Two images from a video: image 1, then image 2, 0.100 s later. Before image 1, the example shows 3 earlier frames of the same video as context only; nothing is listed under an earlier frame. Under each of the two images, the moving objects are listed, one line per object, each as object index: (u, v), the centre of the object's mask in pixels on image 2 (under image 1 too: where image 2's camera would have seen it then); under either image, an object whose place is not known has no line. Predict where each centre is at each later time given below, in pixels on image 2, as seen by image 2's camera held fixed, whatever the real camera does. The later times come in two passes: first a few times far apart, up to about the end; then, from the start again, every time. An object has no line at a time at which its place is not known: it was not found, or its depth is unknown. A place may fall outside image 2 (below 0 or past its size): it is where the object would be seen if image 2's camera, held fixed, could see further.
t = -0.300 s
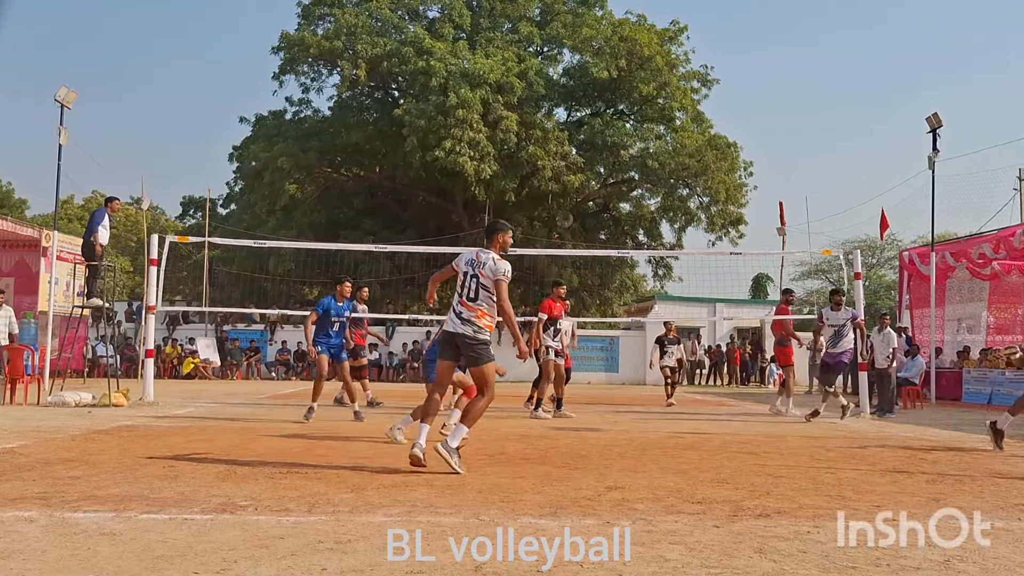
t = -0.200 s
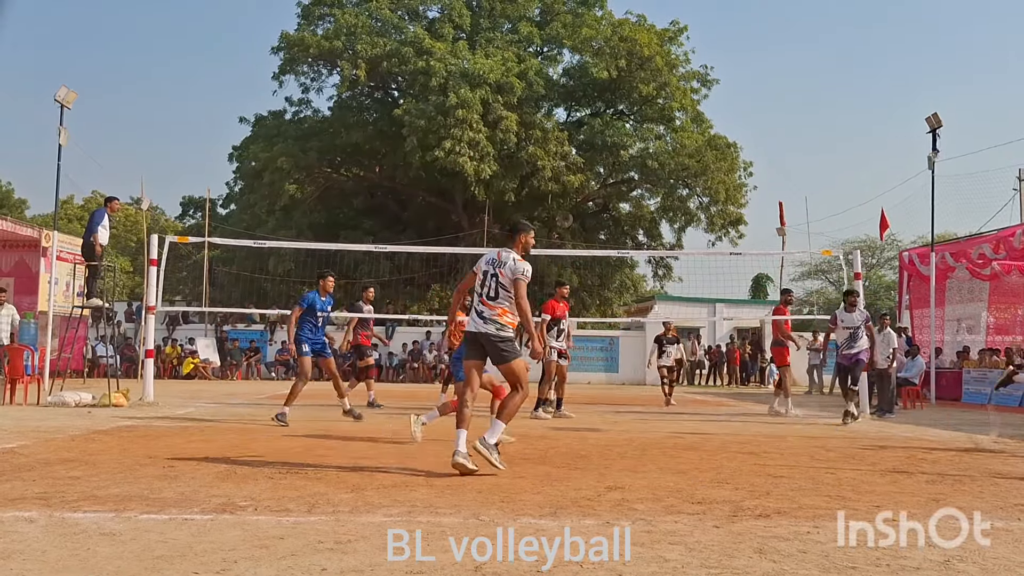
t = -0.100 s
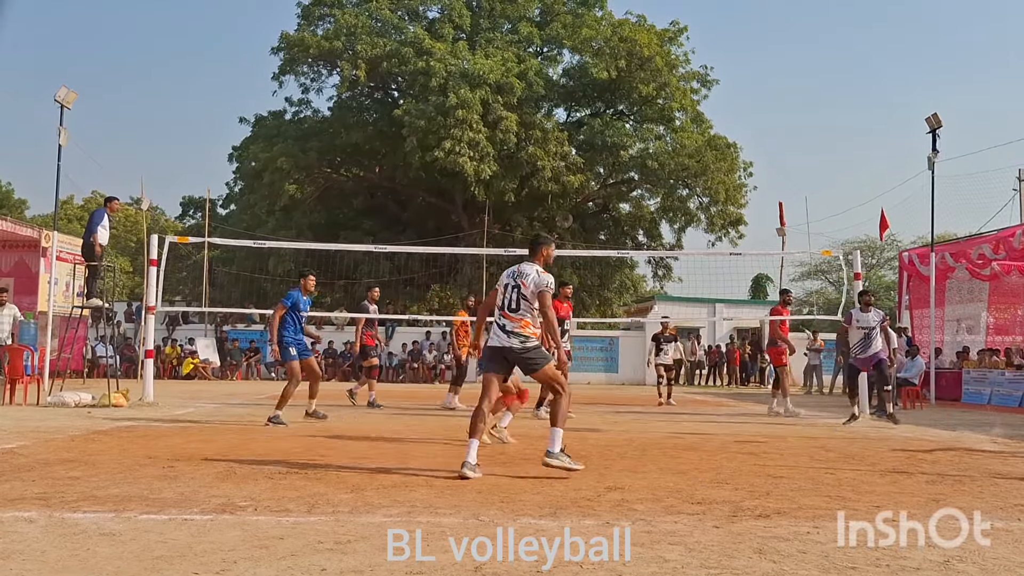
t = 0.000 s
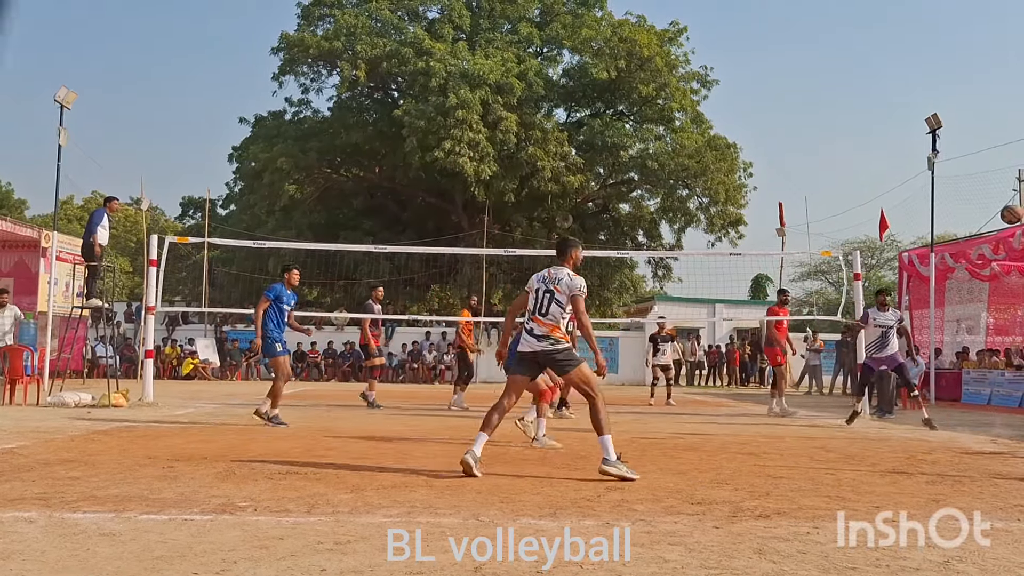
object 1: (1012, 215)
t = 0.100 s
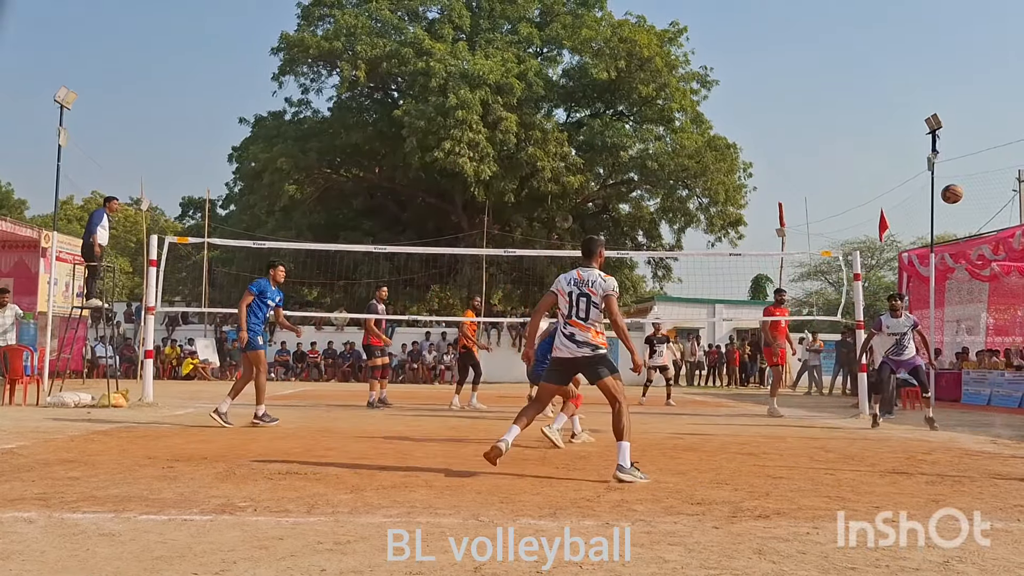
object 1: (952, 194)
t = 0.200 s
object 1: (894, 184)
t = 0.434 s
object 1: (771, 198)
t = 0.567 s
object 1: (705, 229)
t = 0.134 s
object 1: (932, 190)
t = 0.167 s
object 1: (913, 186)
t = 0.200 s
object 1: (894, 184)
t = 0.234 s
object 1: (876, 183)
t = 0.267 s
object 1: (858, 183)
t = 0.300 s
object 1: (840, 184)
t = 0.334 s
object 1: (822, 186)
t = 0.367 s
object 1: (804, 189)
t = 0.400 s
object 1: (787, 194)
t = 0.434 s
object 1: (771, 198)
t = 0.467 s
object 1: (754, 205)
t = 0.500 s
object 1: (739, 212)
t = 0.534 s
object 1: (722, 221)
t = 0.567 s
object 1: (705, 229)
